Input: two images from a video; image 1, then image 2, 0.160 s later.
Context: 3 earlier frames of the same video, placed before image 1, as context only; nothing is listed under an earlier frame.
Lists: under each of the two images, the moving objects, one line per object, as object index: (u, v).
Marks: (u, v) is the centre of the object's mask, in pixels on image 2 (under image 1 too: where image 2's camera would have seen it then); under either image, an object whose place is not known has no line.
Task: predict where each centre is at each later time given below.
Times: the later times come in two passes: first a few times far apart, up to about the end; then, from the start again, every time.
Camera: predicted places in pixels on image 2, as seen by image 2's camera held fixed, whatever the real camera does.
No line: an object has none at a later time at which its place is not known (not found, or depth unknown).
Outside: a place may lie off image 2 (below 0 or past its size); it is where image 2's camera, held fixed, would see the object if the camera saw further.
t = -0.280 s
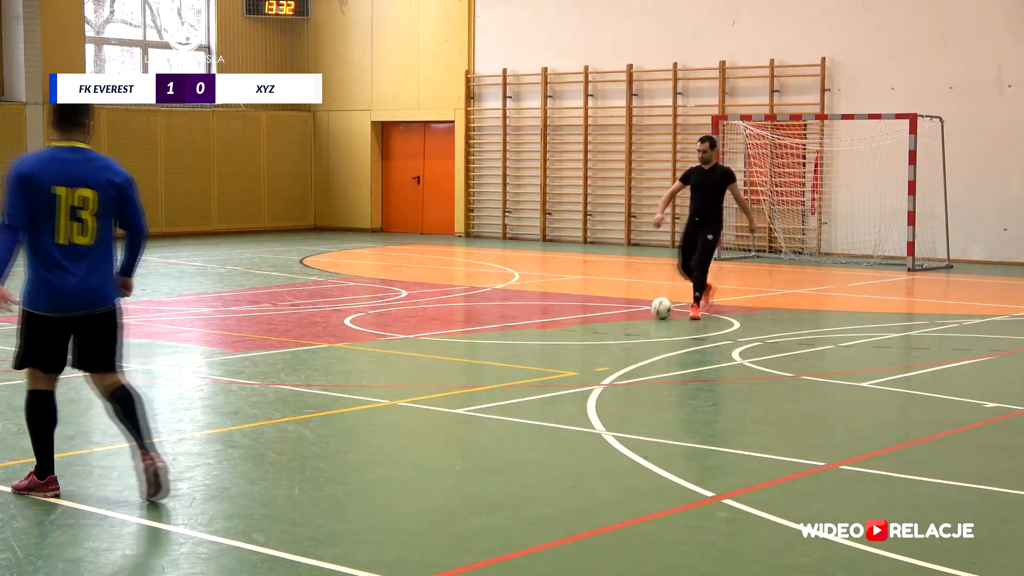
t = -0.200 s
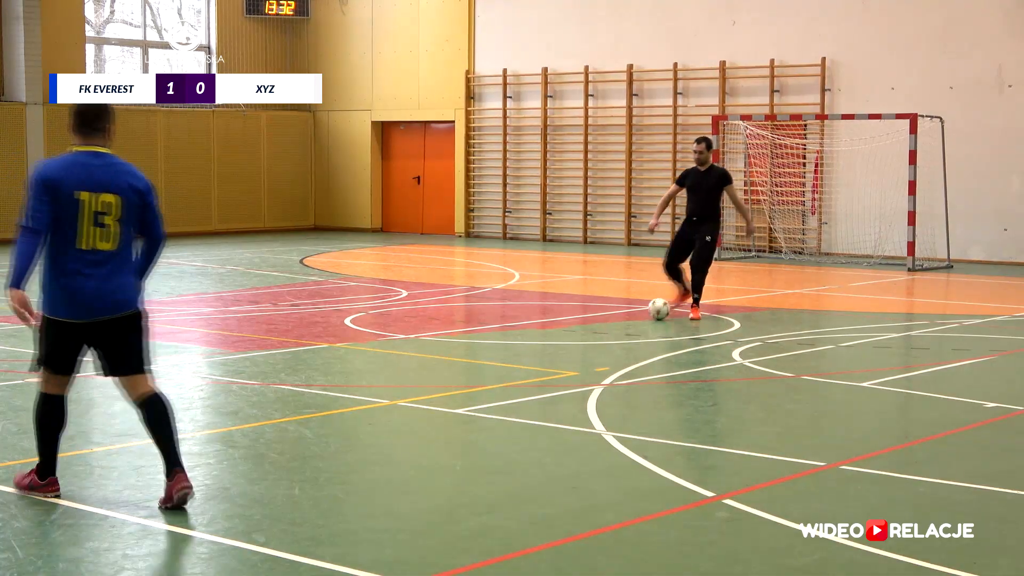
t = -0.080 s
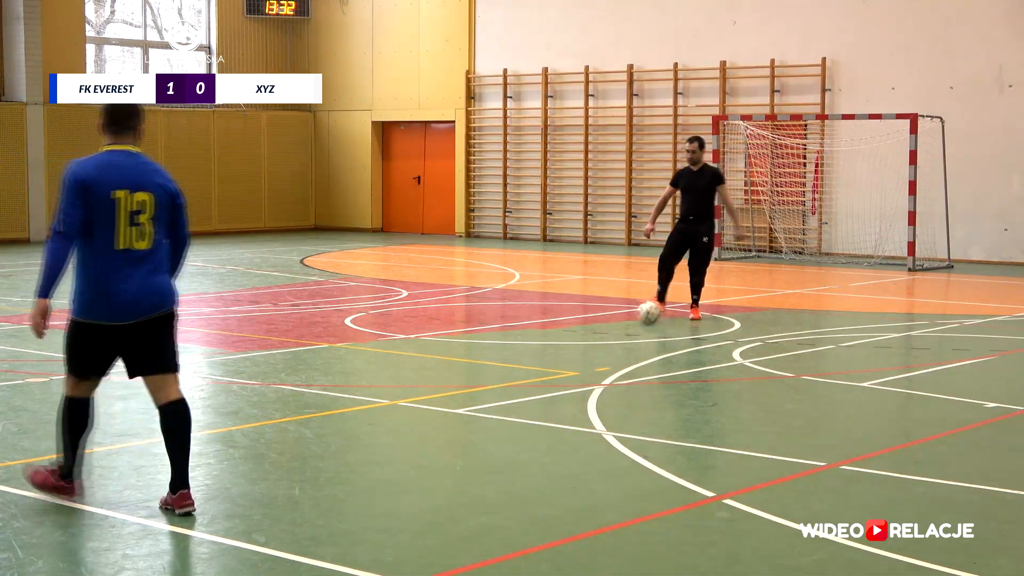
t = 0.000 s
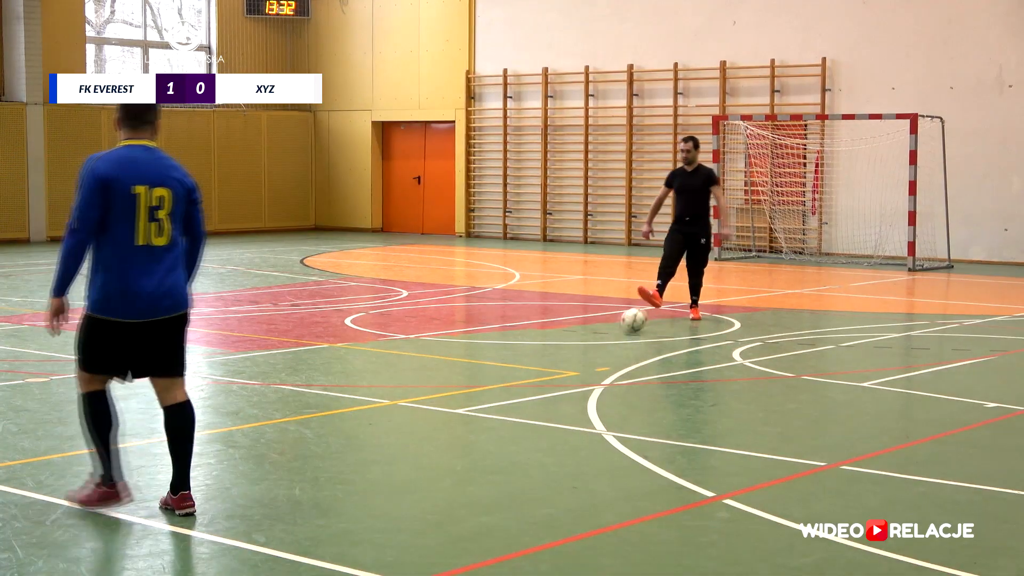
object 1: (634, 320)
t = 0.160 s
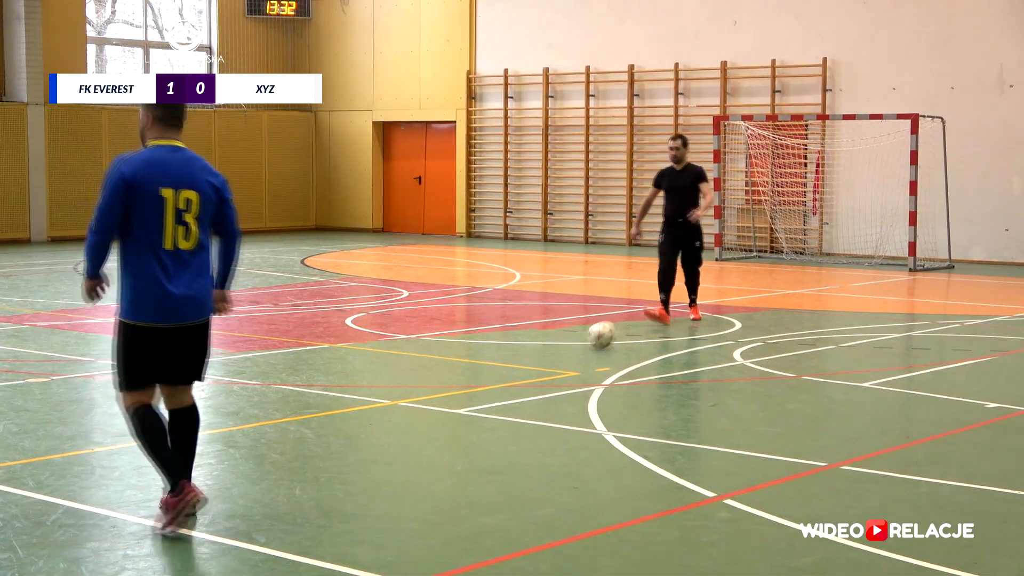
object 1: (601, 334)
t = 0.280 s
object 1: (575, 348)
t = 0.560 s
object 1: (510, 379)
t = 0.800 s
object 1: (446, 411)
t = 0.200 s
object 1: (593, 339)
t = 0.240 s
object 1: (584, 343)
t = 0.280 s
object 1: (575, 348)
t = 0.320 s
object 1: (566, 351)
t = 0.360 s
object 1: (557, 355)
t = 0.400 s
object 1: (549, 361)
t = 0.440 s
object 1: (539, 365)
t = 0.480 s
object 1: (529, 370)
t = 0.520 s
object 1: (521, 374)
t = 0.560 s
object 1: (510, 379)
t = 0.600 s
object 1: (501, 383)
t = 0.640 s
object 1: (491, 388)
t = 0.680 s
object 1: (481, 393)
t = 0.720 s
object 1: (470, 399)
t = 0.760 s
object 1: (459, 404)
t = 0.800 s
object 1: (446, 411)
